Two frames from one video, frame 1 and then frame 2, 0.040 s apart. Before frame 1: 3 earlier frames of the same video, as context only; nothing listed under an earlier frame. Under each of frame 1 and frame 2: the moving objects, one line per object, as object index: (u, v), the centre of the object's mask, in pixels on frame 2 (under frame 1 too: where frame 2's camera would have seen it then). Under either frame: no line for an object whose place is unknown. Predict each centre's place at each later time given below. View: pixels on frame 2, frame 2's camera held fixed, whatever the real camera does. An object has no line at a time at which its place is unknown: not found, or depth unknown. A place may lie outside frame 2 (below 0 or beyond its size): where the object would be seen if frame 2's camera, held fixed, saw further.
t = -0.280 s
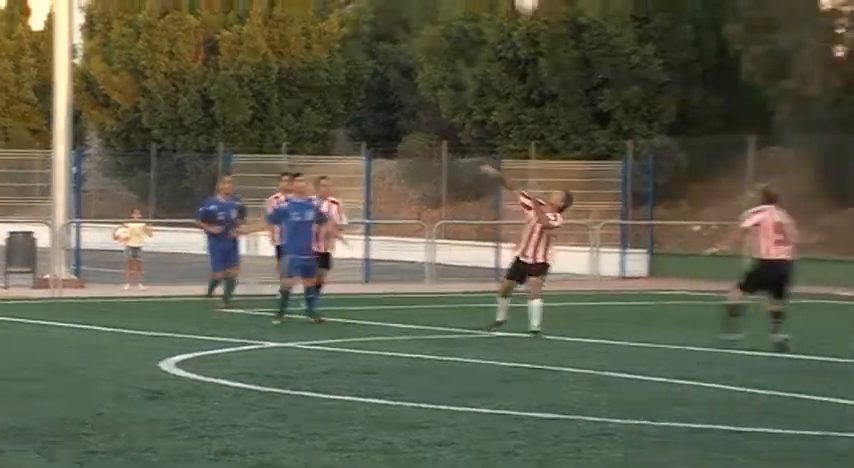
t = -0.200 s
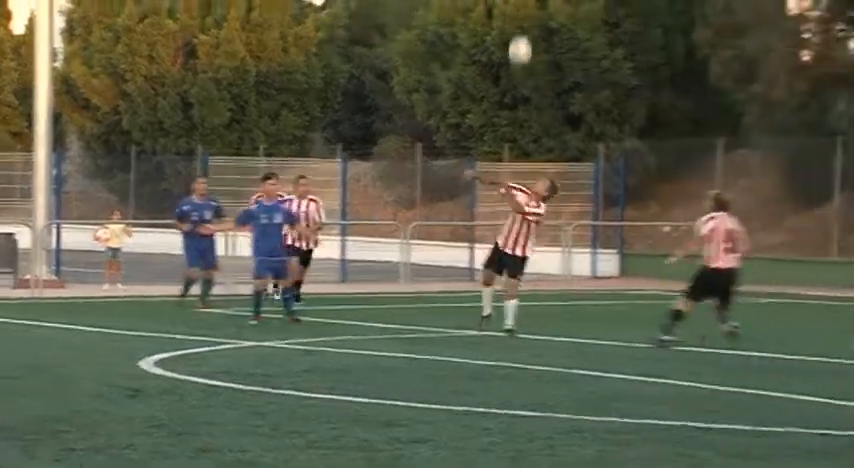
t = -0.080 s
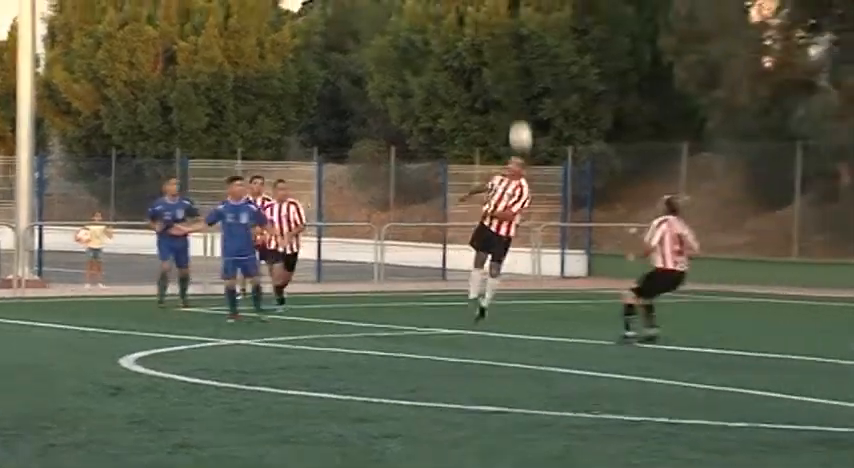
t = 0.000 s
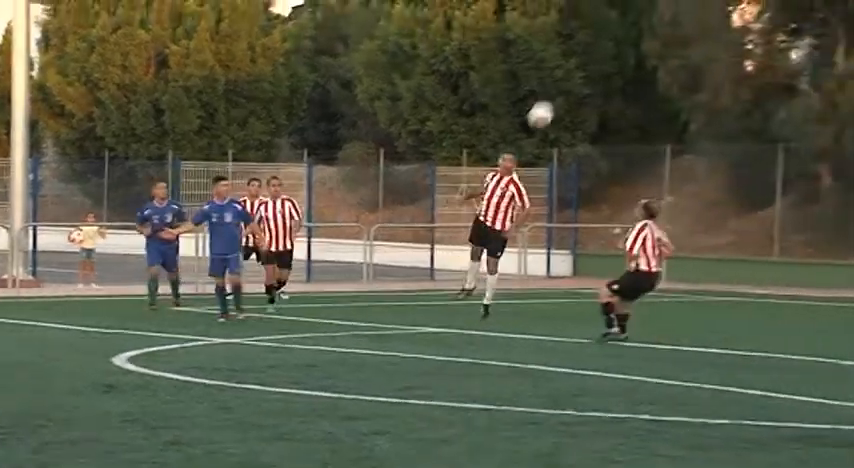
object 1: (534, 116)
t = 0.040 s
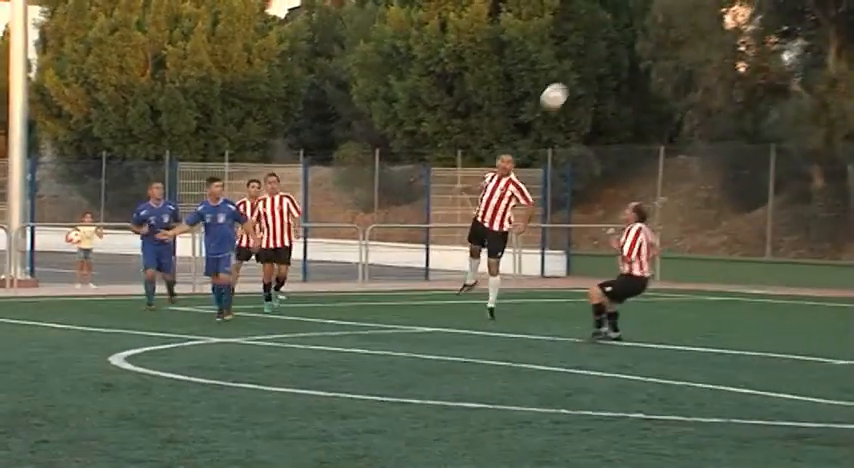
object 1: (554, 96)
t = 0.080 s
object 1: (573, 78)
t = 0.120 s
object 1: (595, 62)
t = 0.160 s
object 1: (615, 46)
